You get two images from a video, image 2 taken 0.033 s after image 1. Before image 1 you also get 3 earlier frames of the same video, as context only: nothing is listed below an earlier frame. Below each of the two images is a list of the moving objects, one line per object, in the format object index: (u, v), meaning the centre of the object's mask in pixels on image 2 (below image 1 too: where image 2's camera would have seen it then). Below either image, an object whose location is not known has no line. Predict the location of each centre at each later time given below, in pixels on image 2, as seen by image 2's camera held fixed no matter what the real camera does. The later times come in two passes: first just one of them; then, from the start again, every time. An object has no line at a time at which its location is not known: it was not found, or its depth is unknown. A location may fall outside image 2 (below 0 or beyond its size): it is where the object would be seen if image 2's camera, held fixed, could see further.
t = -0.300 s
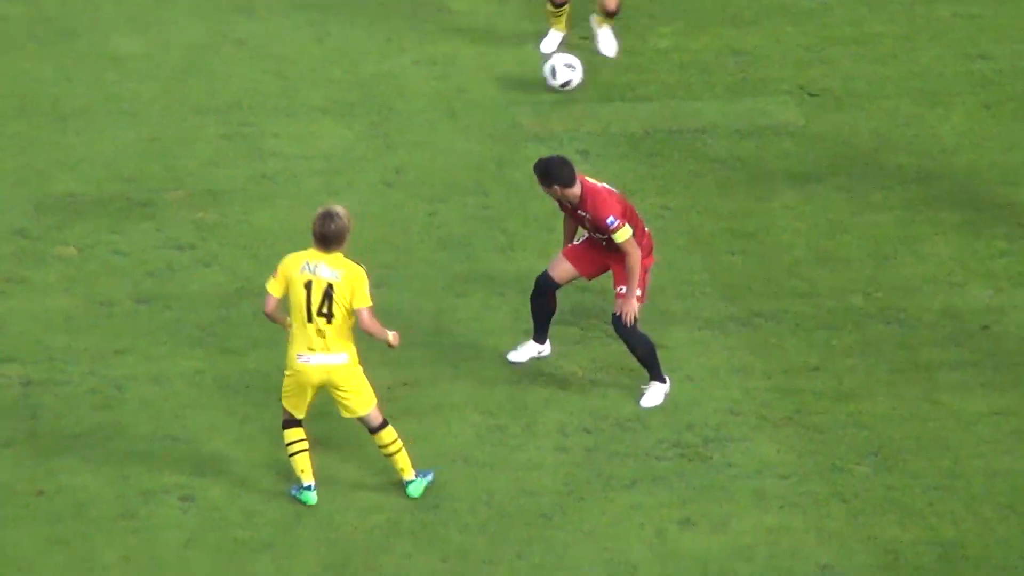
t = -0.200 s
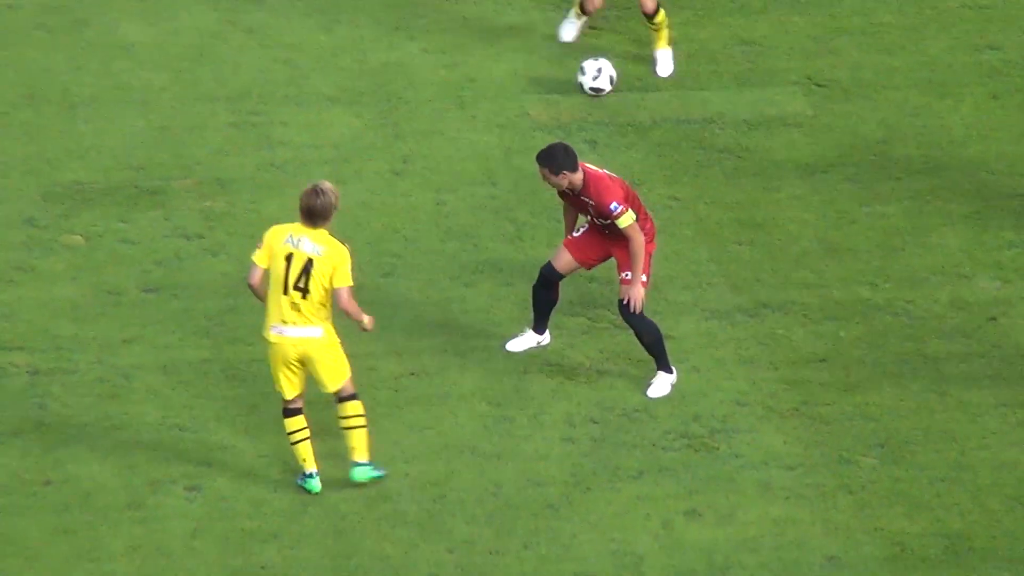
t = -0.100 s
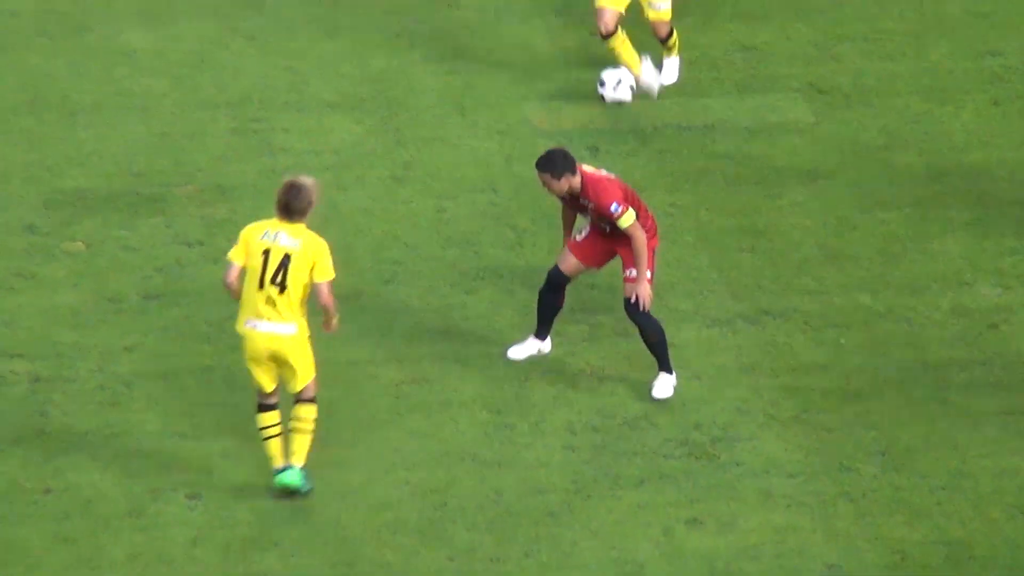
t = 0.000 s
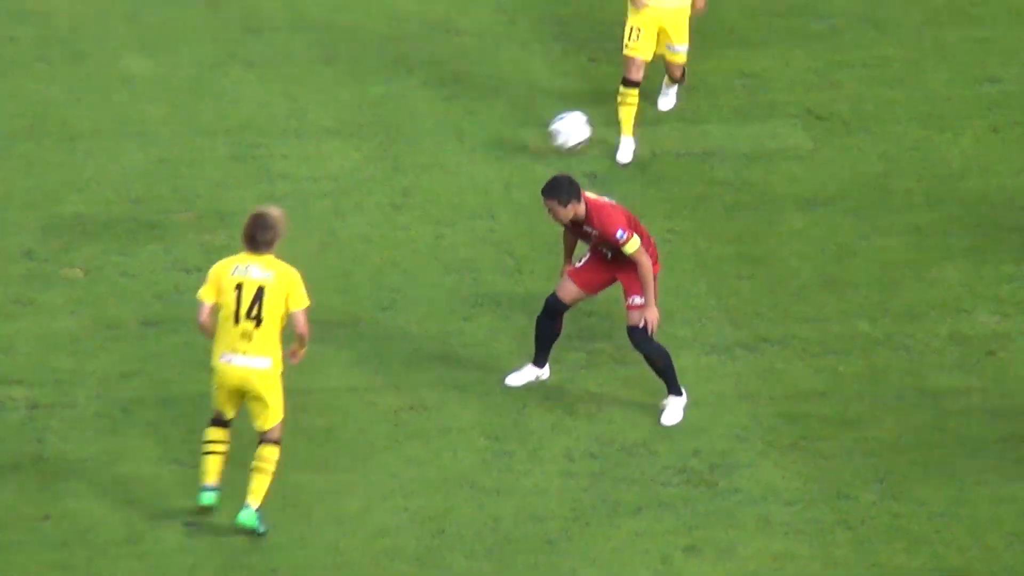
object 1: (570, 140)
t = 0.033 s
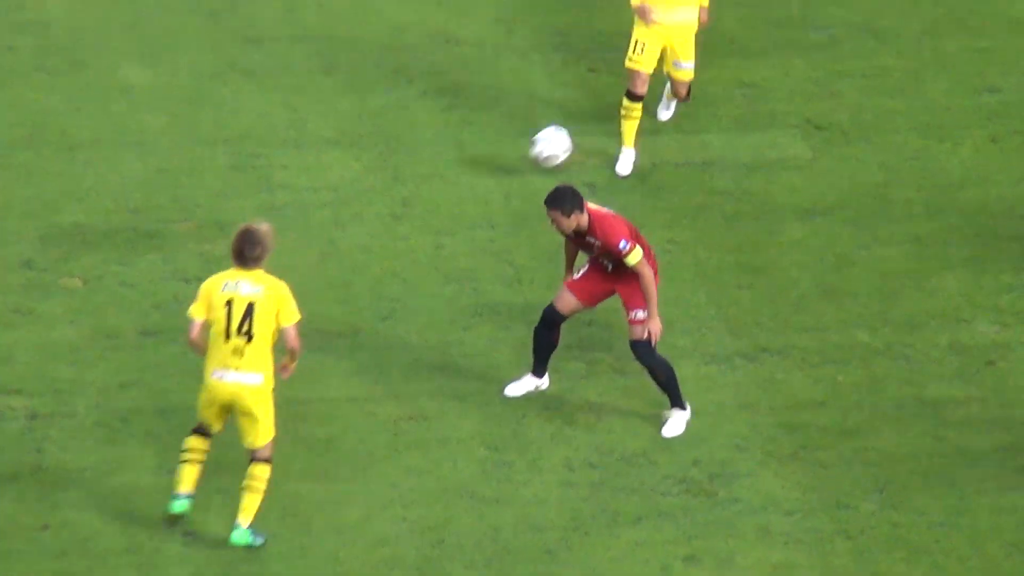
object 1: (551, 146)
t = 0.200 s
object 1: (459, 205)
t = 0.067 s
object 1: (533, 155)
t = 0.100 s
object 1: (516, 164)
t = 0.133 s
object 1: (496, 177)
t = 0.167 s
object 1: (477, 190)
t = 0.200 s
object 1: (459, 205)
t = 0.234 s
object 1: (440, 222)
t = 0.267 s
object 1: (426, 227)
